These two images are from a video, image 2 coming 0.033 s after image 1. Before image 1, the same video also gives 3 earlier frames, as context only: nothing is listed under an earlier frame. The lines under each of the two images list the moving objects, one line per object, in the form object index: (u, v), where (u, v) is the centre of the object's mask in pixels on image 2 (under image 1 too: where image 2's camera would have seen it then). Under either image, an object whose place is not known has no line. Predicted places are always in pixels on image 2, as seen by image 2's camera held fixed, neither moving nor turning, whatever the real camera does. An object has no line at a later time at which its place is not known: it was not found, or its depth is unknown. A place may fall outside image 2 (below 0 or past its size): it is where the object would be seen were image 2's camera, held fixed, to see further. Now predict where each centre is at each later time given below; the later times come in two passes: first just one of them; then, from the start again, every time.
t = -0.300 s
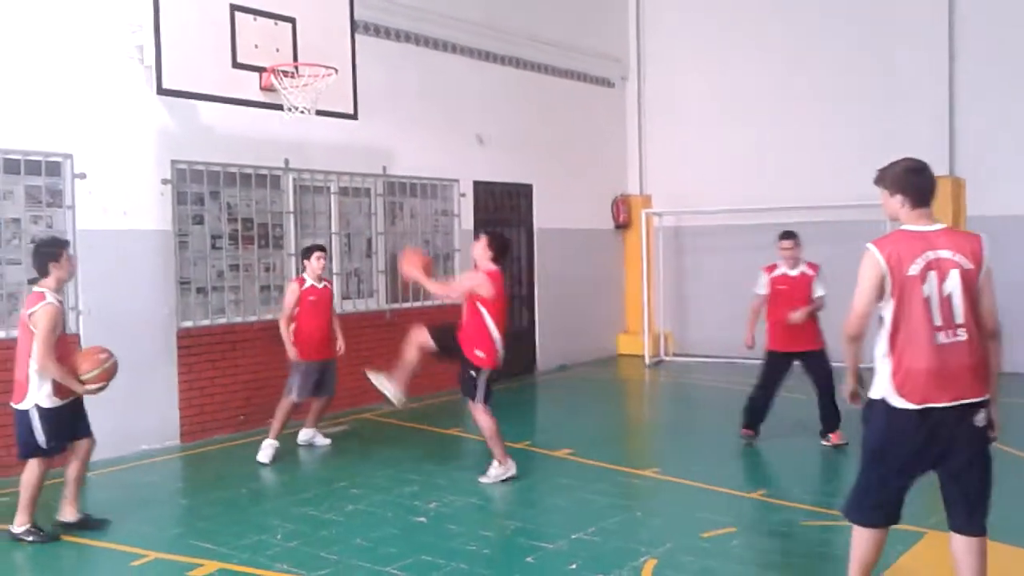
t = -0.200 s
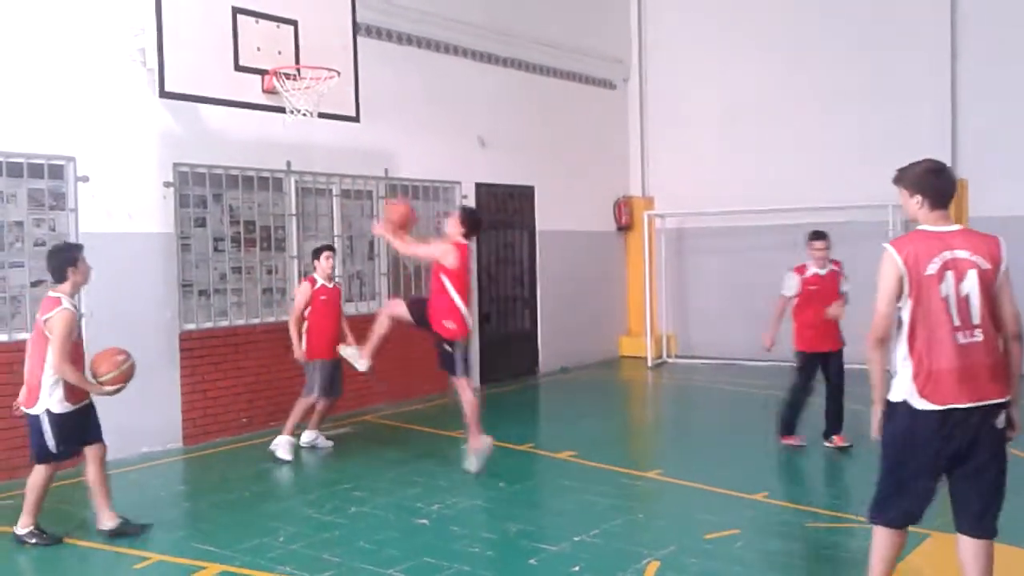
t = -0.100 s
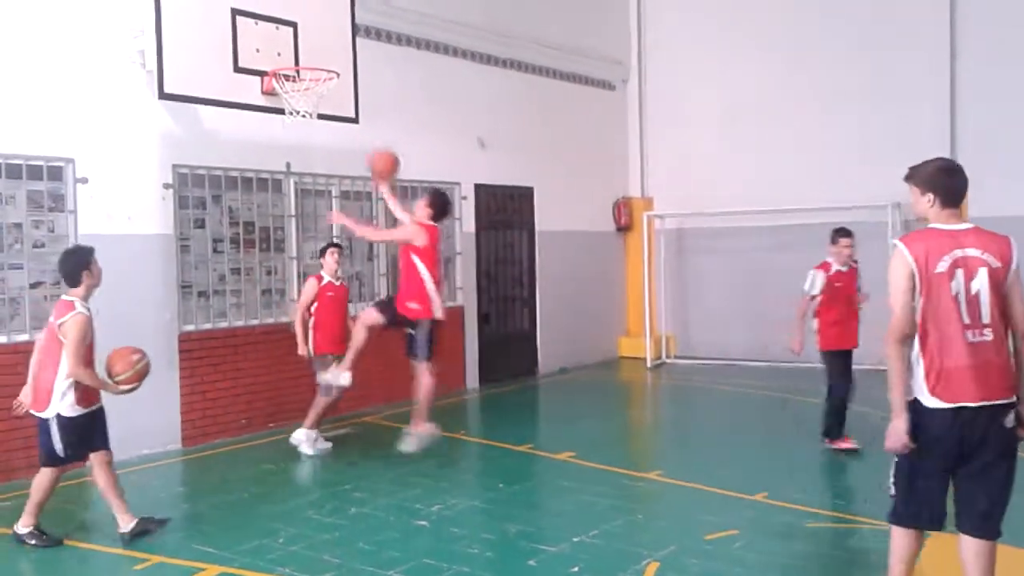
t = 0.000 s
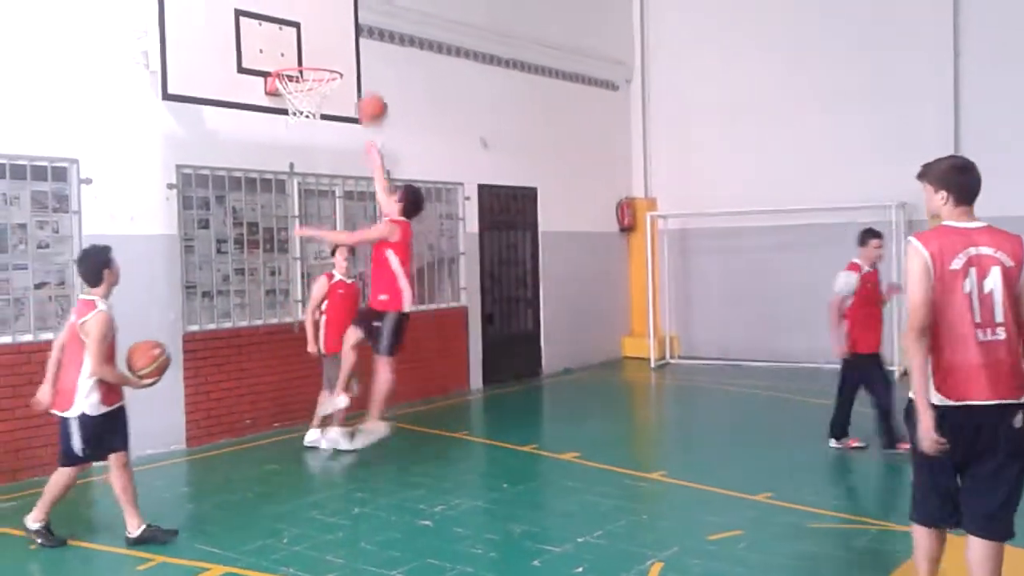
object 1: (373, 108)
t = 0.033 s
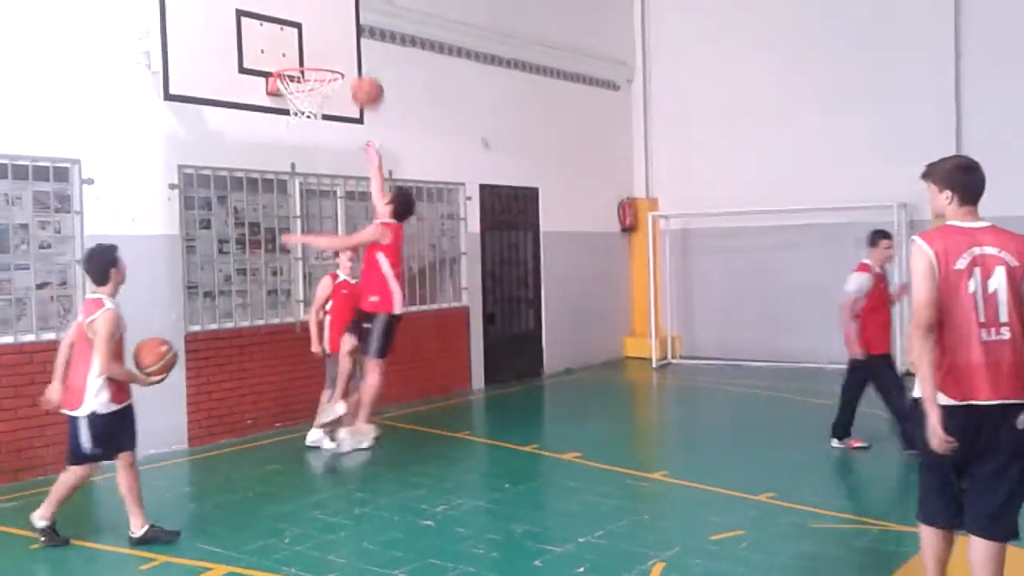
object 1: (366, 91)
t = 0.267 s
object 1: (331, 14)
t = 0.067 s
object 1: (362, 76)
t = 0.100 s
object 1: (357, 62)
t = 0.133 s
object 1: (352, 48)
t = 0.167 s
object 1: (346, 37)
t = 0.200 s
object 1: (341, 26)
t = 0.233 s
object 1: (336, 18)
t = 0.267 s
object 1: (331, 14)
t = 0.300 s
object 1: (321, 10)
